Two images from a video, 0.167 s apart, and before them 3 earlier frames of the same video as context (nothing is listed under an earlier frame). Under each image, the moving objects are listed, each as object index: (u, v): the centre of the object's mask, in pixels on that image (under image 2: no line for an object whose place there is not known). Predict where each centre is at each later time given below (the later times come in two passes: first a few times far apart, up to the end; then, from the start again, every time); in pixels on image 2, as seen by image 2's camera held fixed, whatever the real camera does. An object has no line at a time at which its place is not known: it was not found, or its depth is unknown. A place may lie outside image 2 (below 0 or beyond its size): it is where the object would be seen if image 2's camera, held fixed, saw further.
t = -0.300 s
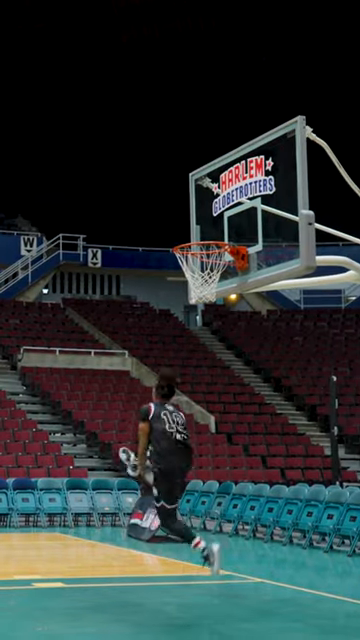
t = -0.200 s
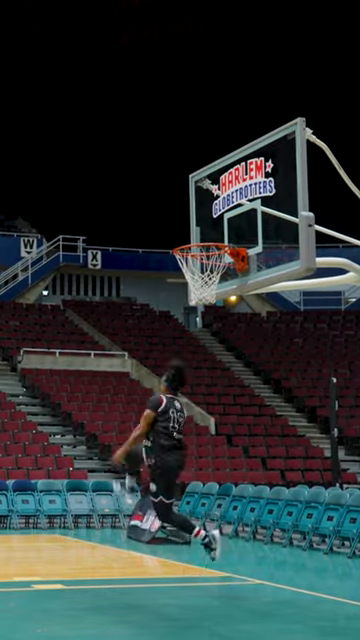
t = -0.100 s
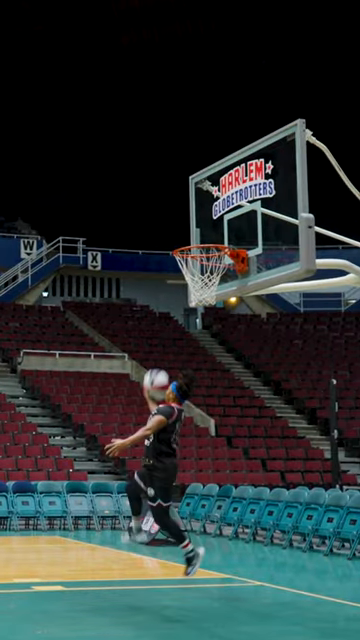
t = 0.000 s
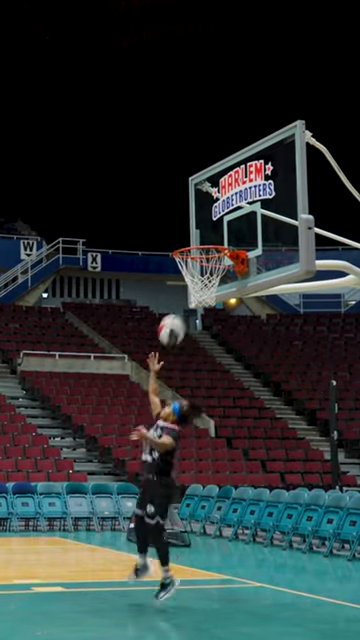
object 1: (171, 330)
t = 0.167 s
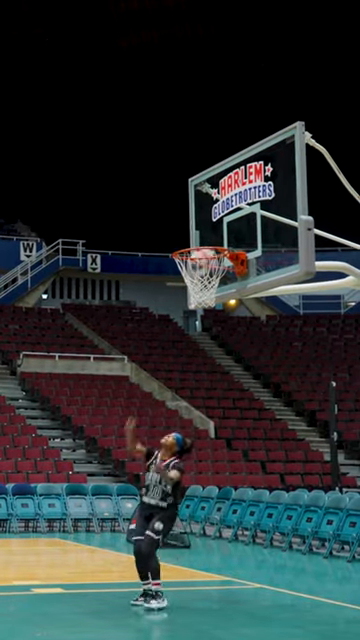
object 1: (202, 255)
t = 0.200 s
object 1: (210, 243)
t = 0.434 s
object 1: (200, 225)
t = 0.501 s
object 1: (195, 229)
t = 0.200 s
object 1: (210, 243)
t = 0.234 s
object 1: (211, 241)
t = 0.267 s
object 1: (210, 235)
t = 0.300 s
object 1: (208, 233)
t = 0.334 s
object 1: (206, 229)
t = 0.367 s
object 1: (204, 227)
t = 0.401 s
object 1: (202, 226)
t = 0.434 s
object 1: (200, 225)
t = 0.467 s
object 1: (197, 226)
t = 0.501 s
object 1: (195, 229)
